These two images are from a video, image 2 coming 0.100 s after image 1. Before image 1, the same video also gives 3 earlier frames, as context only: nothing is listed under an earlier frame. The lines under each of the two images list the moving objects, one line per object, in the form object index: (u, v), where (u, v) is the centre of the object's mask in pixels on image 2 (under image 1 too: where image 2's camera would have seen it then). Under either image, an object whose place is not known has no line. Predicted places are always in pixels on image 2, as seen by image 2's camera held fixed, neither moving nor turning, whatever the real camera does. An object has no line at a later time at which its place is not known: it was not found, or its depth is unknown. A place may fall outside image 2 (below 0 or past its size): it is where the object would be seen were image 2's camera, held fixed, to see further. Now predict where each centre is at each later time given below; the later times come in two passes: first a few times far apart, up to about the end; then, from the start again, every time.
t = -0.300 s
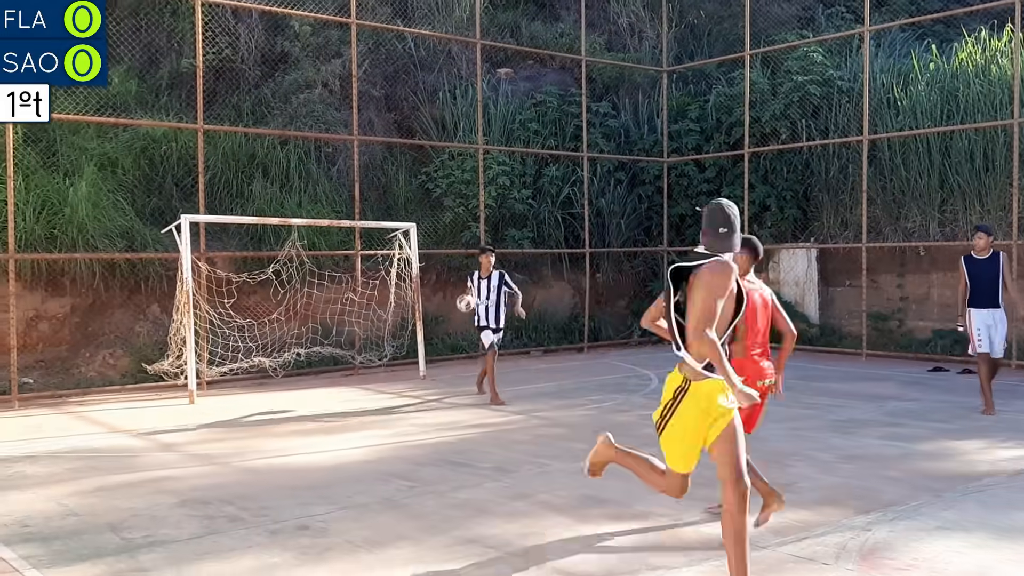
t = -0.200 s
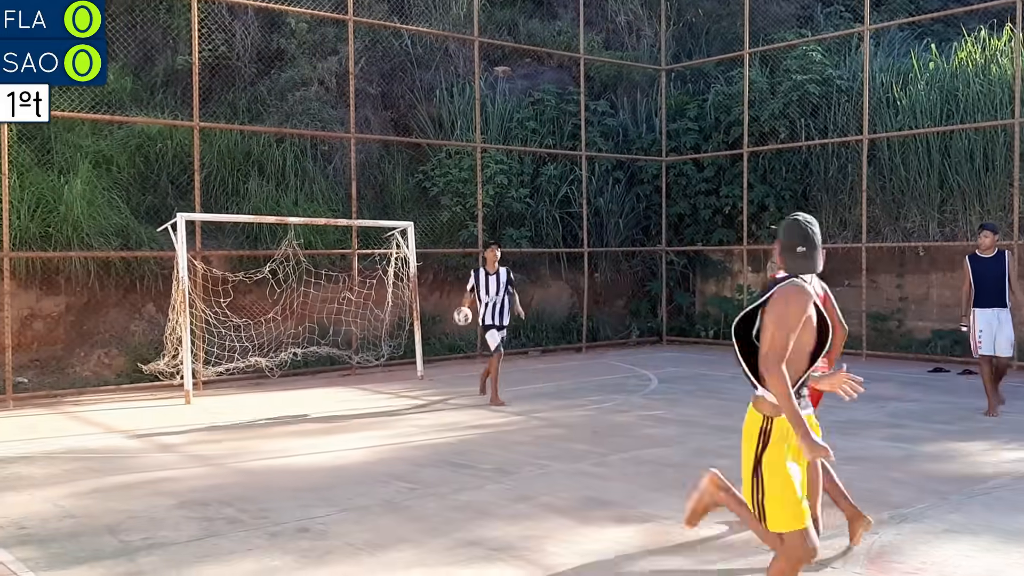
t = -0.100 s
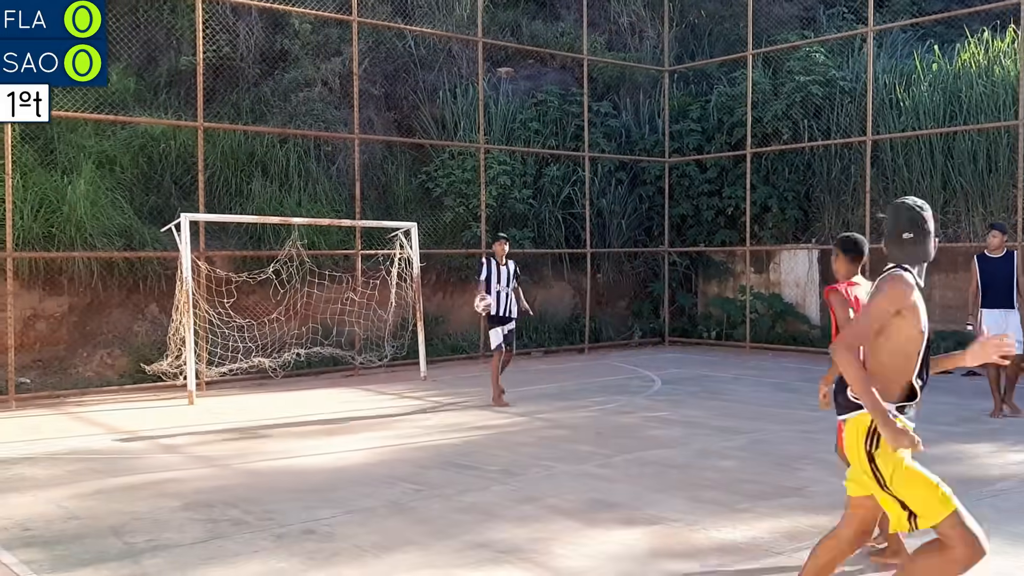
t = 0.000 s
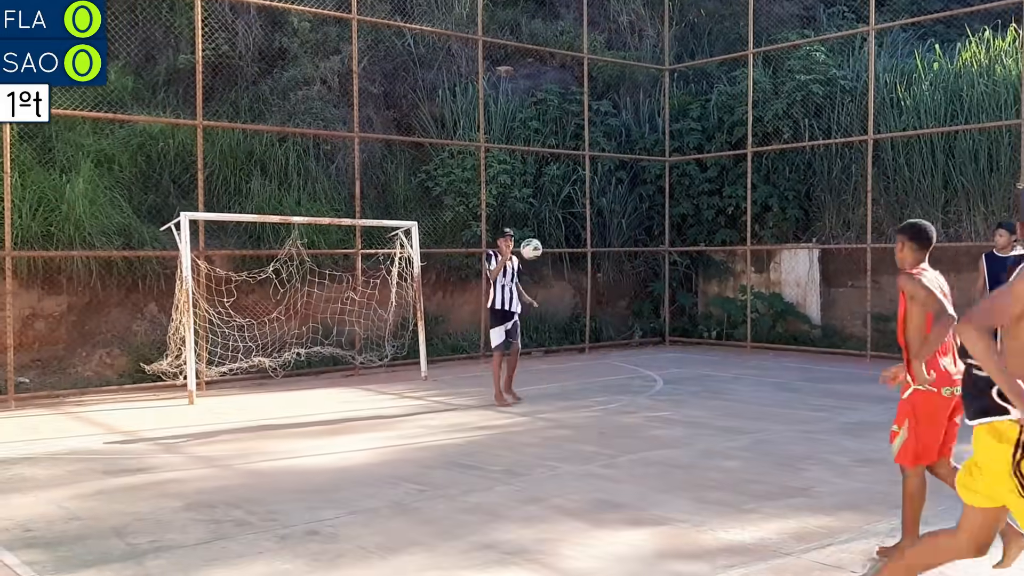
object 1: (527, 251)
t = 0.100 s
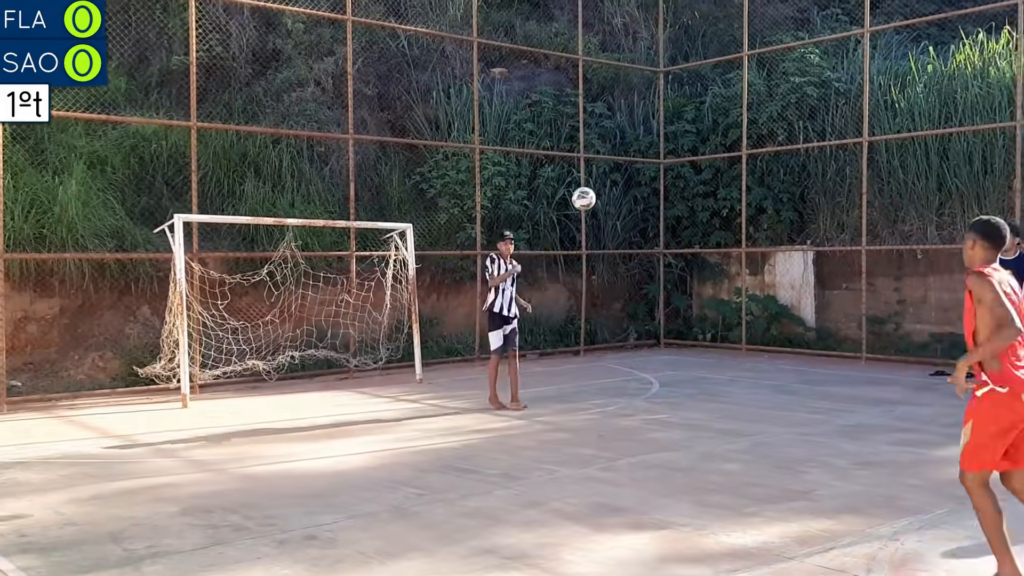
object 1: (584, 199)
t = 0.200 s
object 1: (654, 148)
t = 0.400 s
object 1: (852, 60)
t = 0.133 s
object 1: (605, 181)
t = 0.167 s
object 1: (629, 164)
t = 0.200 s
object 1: (654, 148)
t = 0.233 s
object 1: (681, 132)
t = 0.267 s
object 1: (711, 117)
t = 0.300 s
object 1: (742, 102)
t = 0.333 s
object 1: (776, 88)
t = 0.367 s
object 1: (812, 74)
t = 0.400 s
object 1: (852, 60)
